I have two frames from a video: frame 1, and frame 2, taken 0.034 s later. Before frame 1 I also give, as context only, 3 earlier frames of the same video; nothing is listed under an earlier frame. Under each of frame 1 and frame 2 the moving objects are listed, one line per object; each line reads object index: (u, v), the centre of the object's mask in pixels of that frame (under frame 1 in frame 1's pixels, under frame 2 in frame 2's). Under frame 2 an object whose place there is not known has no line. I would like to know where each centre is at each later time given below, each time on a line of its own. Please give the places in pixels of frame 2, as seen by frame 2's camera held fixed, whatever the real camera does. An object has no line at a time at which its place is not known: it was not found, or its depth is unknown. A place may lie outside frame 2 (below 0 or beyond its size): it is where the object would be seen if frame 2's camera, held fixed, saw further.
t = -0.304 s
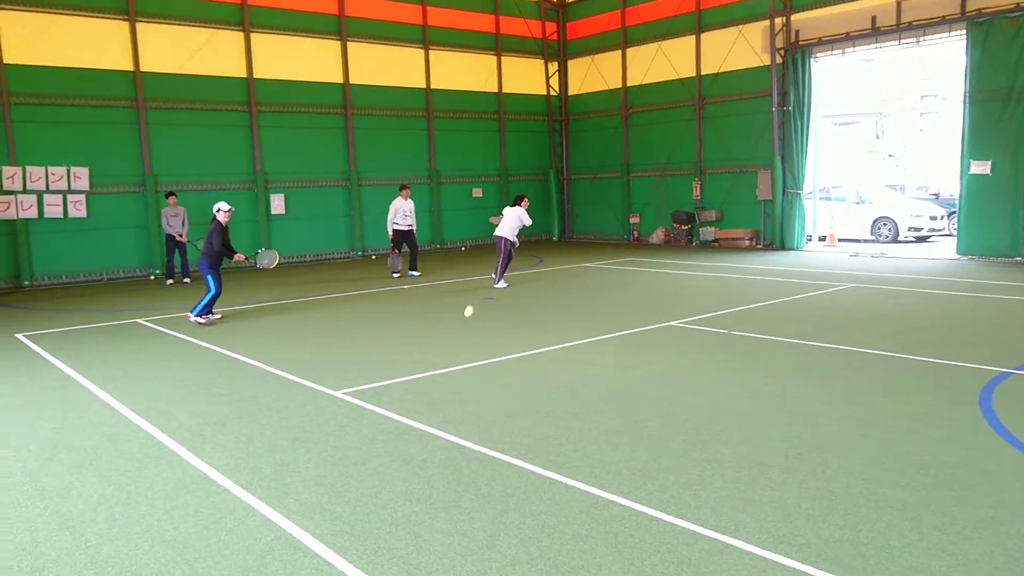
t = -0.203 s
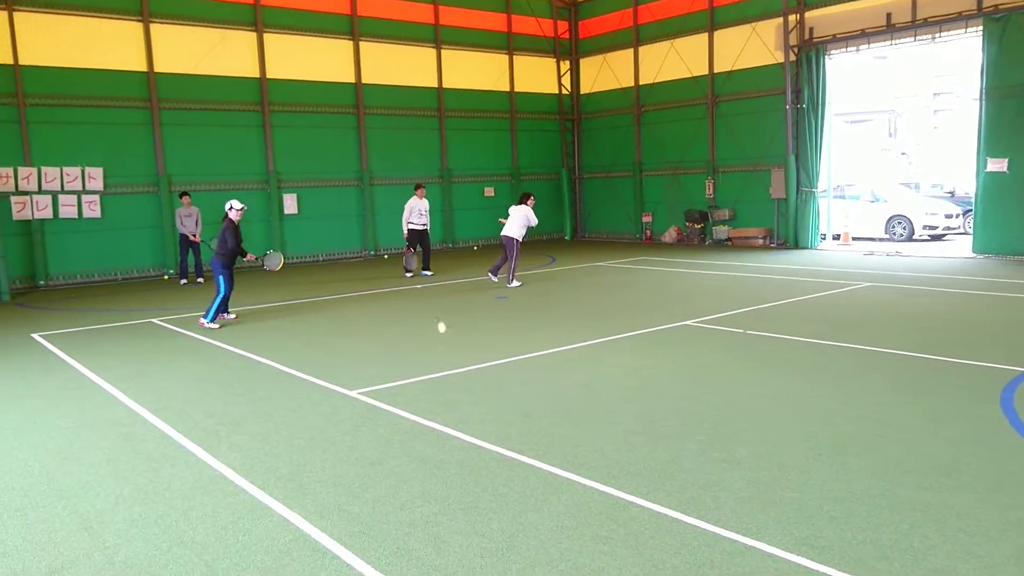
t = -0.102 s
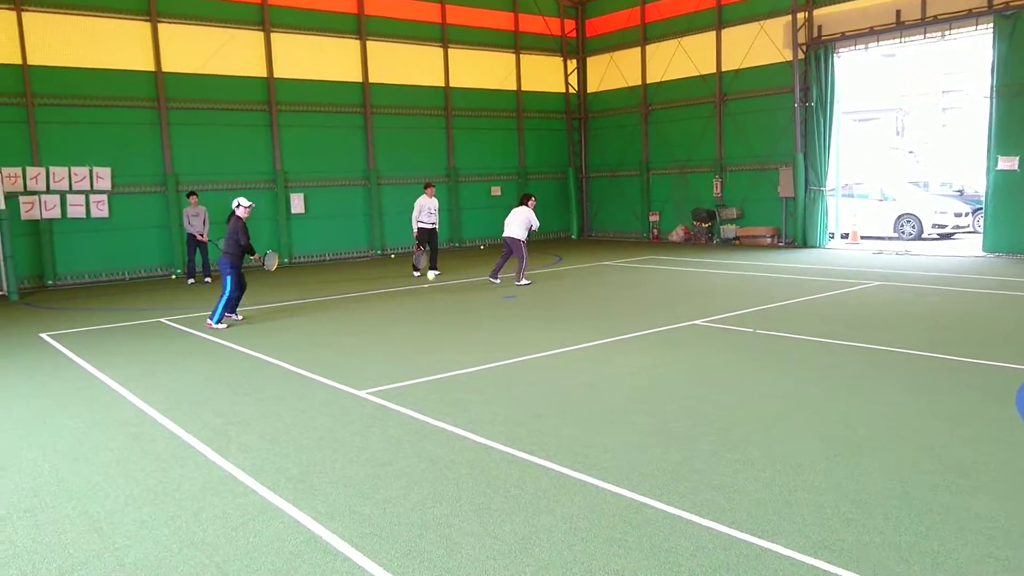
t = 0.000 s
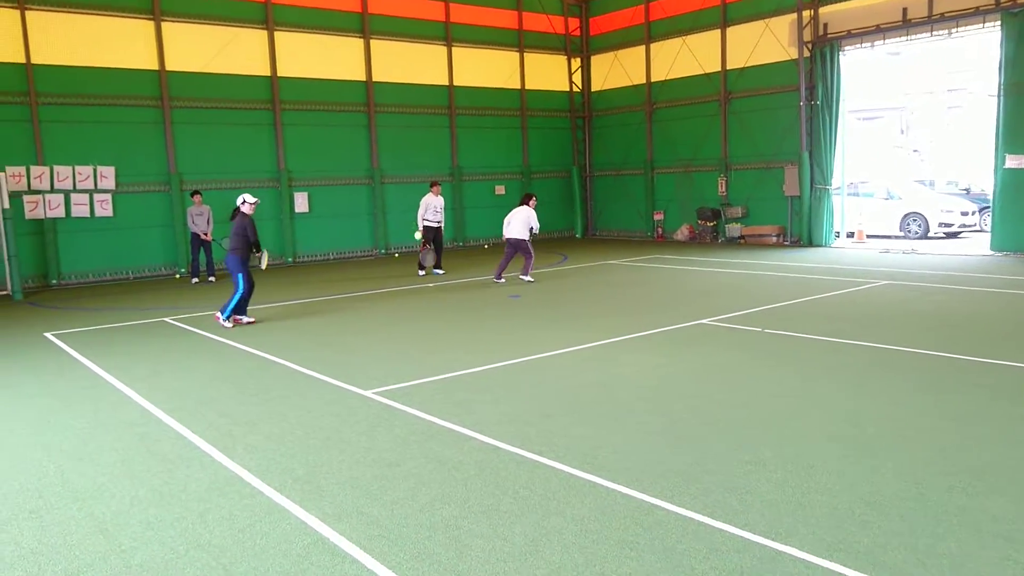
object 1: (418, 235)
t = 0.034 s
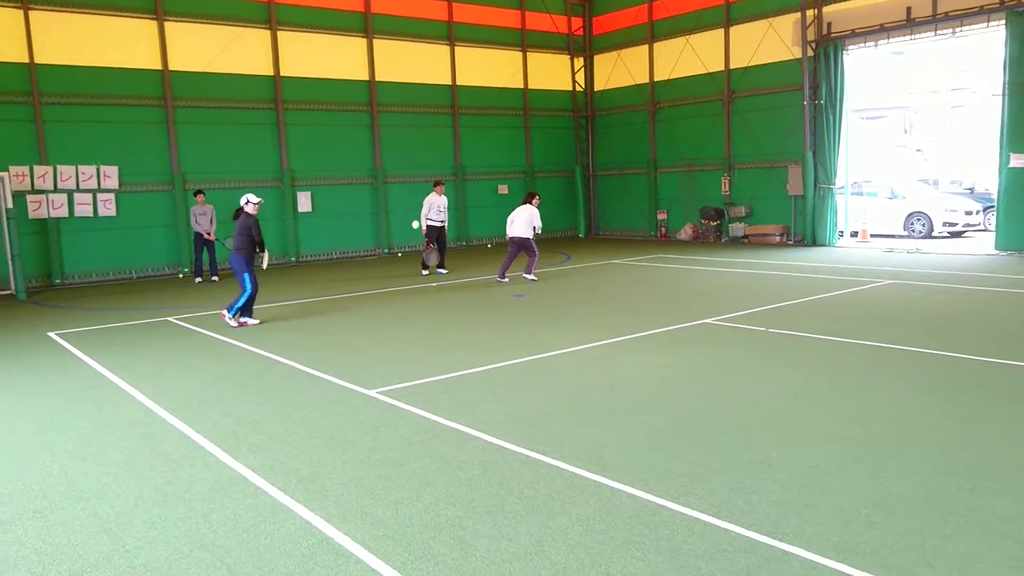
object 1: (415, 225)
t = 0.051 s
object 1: (413, 220)
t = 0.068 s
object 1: (410, 216)
